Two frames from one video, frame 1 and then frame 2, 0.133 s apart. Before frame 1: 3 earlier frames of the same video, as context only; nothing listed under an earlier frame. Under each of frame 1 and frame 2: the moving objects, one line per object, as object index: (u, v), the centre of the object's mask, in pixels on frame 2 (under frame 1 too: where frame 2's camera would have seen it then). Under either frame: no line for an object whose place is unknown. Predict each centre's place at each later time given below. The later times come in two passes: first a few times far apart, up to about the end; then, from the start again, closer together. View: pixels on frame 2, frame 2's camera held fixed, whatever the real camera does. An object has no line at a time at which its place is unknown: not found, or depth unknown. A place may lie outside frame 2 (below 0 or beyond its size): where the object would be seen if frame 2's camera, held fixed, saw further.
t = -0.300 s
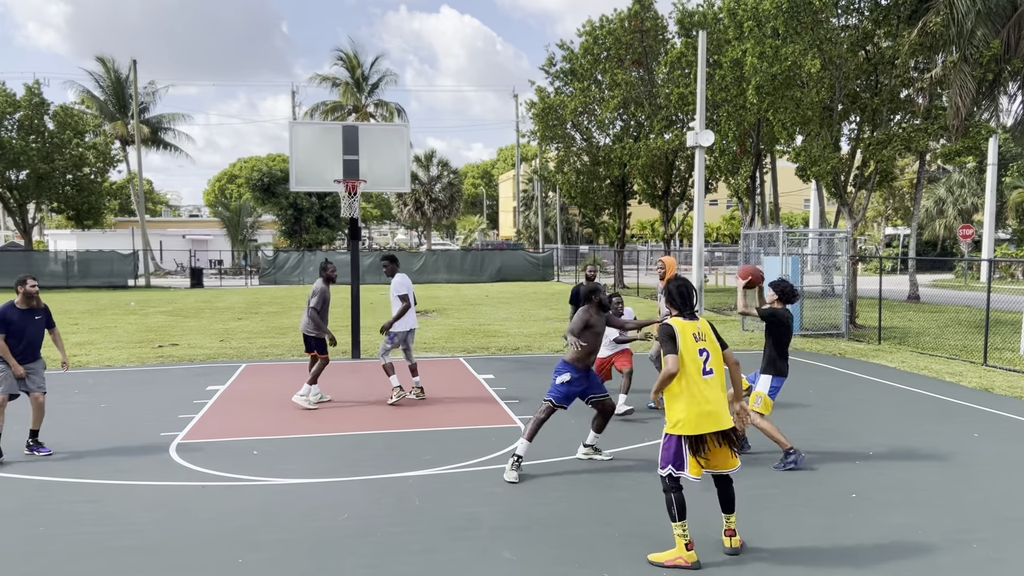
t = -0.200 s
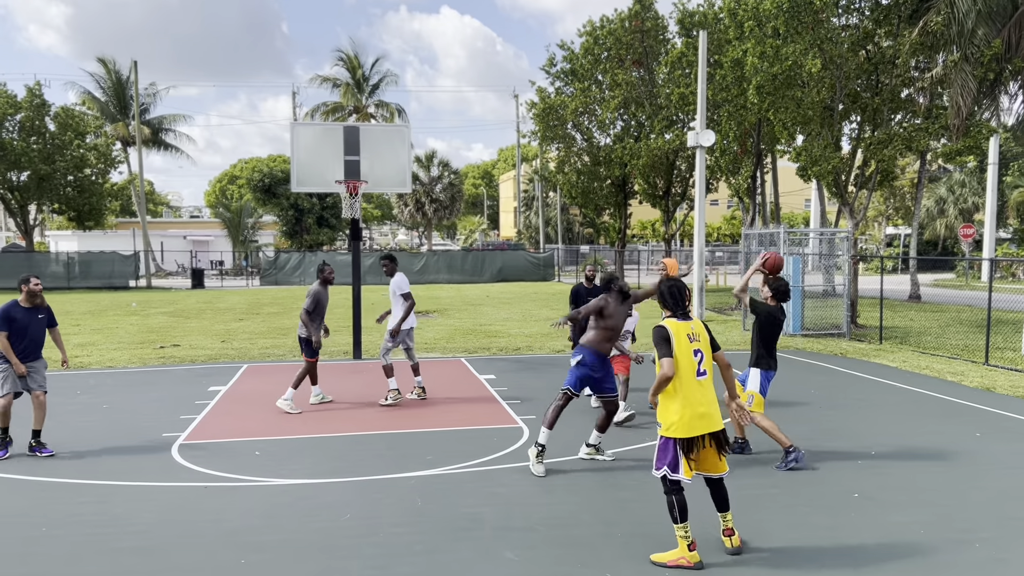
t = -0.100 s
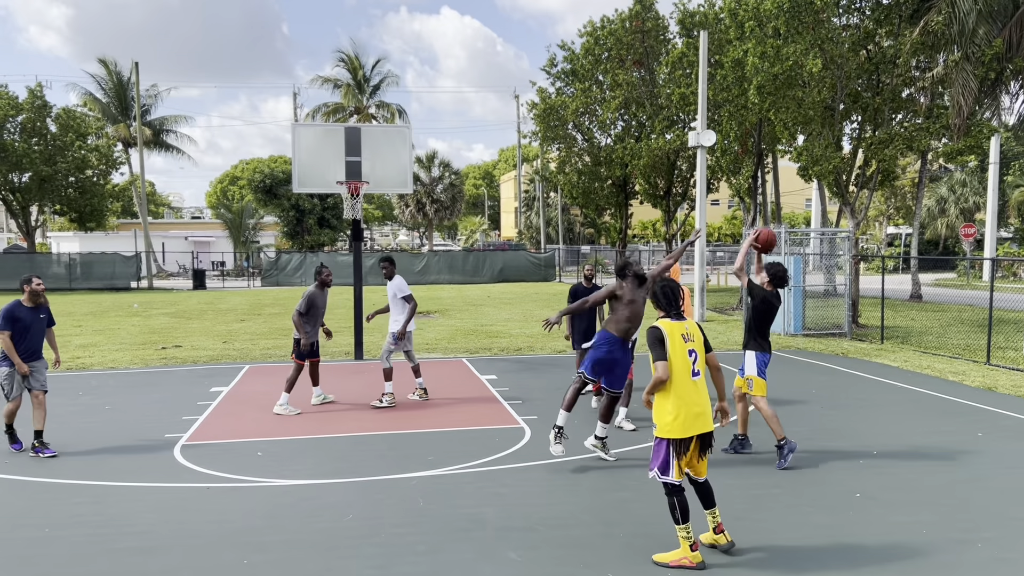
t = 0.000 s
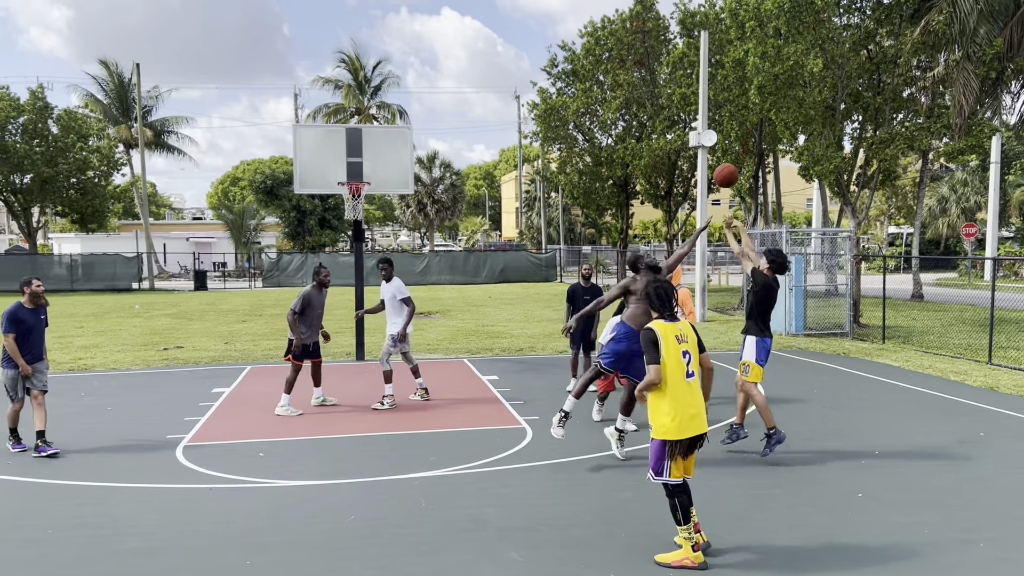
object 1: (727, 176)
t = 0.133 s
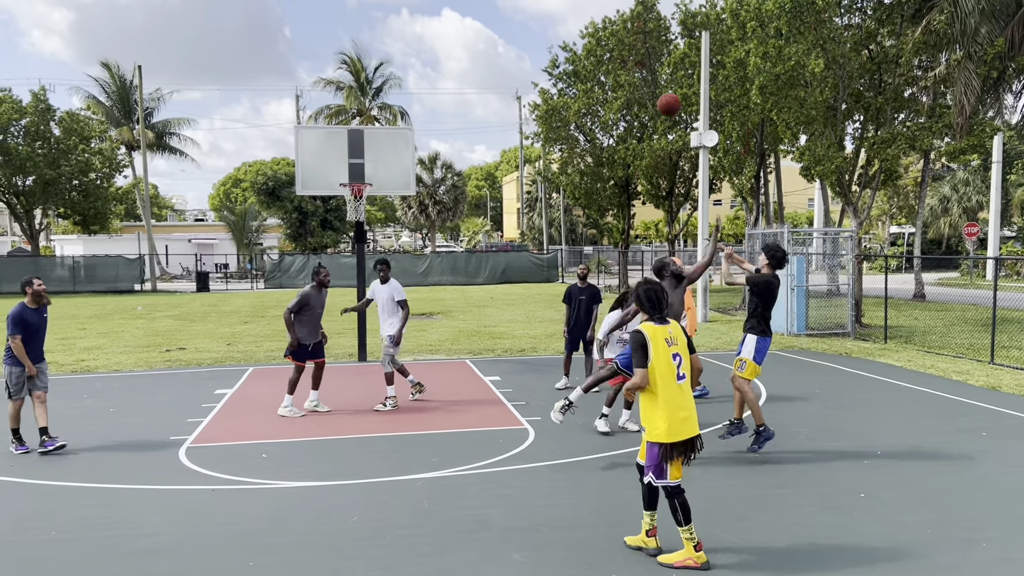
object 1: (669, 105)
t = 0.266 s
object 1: (617, 56)
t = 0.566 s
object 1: (517, 16)
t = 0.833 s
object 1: (446, 43)
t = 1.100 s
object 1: (389, 112)
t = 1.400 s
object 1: (348, 158)
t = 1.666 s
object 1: (331, 140)
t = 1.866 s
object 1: (317, 159)
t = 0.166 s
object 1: (655, 90)
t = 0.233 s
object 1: (629, 66)
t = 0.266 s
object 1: (617, 56)
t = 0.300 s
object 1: (604, 47)
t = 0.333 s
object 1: (592, 39)
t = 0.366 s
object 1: (581, 33)
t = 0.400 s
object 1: (569, 27)
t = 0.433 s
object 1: (558, 23)
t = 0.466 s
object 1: (547, 20)
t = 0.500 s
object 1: (537, 17)
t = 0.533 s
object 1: (527, 16)
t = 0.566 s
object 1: (517, 16)
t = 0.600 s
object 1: (507, 16)
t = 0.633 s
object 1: (498, 18)
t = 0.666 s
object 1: (489, 20)
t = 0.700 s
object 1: (480, 23)
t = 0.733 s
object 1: (471, 27)
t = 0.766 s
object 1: (462, 31)
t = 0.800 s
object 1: (454, 37)
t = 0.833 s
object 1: (446, 43)
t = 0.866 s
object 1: (438, 49)
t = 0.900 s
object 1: (430, 57)
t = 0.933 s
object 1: (423, 64)
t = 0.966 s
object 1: (416, 73)
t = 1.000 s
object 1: (408, 82)
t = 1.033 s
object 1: (402, 92)
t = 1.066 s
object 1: (395, 102)
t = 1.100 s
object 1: (389, 112)
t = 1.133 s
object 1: (382, 124)
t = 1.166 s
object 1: (376, 136)
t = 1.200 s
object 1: (370, 148)
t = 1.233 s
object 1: (364, 160)
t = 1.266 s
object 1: (357, 174)
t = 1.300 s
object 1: (355, 176)
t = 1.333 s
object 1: (352, 170)
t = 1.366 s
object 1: (350, 164)
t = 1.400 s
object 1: (348, 158)
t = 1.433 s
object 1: (346, 153)
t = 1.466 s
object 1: (344, 149)
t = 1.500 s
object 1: (342, 146)
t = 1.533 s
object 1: (340, 144)
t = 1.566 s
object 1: (337, 142)
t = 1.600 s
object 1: (335, 140)
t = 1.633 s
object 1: (333, 140)
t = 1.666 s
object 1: (331, 140)
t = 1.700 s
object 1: (328, 141)
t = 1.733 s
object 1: (326, 143)
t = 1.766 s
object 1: (324, 146)
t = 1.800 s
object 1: (322, 149)
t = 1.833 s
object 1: (320, 154)
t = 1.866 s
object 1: (317, 159)
